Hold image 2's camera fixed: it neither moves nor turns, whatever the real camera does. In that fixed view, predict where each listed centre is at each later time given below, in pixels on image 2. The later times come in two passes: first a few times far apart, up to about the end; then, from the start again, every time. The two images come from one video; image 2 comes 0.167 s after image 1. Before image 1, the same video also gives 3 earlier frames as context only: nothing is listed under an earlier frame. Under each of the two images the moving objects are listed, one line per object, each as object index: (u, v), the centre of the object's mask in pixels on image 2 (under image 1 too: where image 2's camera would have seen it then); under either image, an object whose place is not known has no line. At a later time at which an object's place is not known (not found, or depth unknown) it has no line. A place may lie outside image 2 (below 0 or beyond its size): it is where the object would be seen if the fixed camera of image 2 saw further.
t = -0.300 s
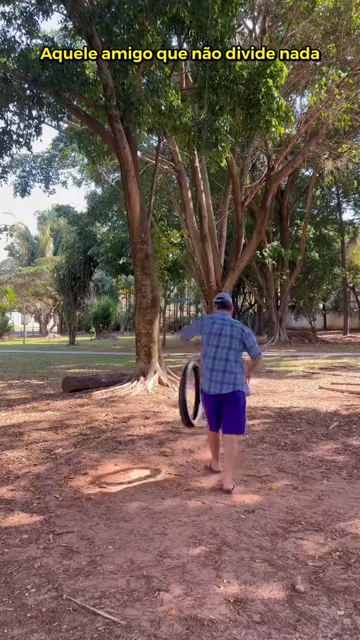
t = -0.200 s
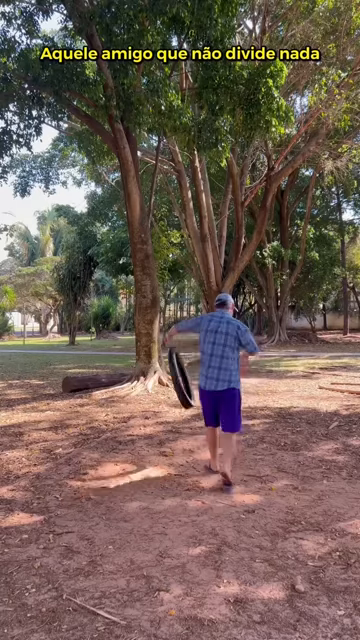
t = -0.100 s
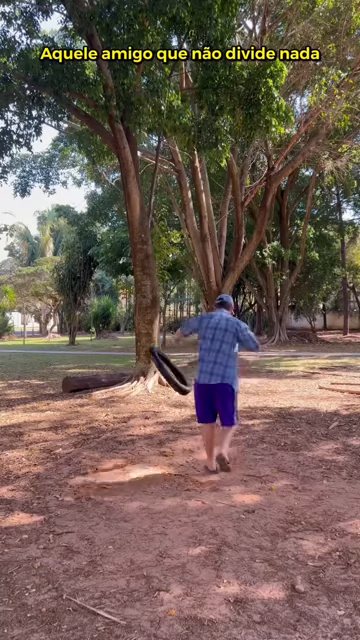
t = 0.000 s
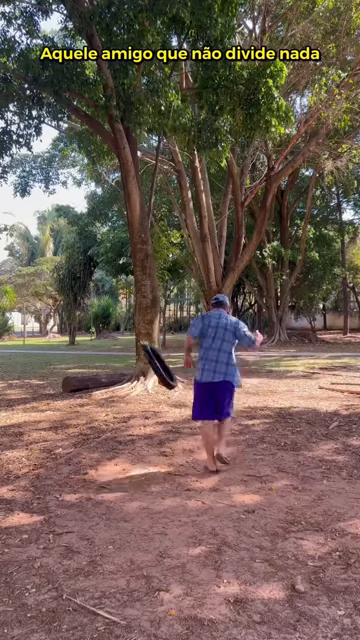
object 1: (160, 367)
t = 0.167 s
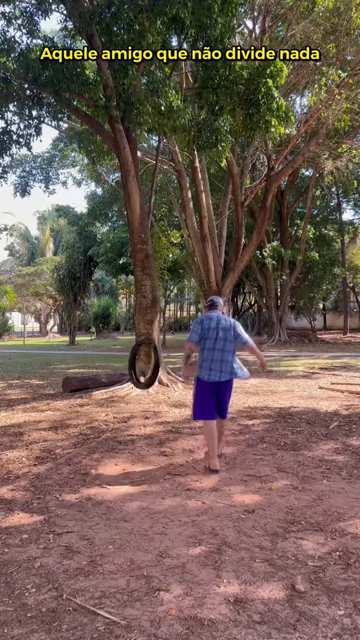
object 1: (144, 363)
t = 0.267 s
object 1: (138, 356)
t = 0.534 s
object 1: (127, 348)
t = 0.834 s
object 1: (124, 350)
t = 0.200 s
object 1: (142, 362)
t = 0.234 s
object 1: (140, 359)
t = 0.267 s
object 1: (138, 356)
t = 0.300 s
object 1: (136, 354)
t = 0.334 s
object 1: (134, 352)
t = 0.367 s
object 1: (132, 351)
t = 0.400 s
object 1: (131, 349)
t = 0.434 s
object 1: (130, 348)
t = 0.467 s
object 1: (129, 347)
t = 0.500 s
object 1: (128, 347)
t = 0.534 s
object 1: (127, 348)
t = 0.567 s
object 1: (127, 349)
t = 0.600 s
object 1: (126, 349)
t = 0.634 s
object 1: (125, 350)
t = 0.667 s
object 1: (125, 350)
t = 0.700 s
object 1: (124, 350)
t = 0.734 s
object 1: (124, 351)
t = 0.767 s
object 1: (124, 351)
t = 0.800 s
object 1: (124, 350)
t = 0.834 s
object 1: (124, 350)
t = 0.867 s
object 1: (125, 351)
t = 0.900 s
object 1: (125, 352)
